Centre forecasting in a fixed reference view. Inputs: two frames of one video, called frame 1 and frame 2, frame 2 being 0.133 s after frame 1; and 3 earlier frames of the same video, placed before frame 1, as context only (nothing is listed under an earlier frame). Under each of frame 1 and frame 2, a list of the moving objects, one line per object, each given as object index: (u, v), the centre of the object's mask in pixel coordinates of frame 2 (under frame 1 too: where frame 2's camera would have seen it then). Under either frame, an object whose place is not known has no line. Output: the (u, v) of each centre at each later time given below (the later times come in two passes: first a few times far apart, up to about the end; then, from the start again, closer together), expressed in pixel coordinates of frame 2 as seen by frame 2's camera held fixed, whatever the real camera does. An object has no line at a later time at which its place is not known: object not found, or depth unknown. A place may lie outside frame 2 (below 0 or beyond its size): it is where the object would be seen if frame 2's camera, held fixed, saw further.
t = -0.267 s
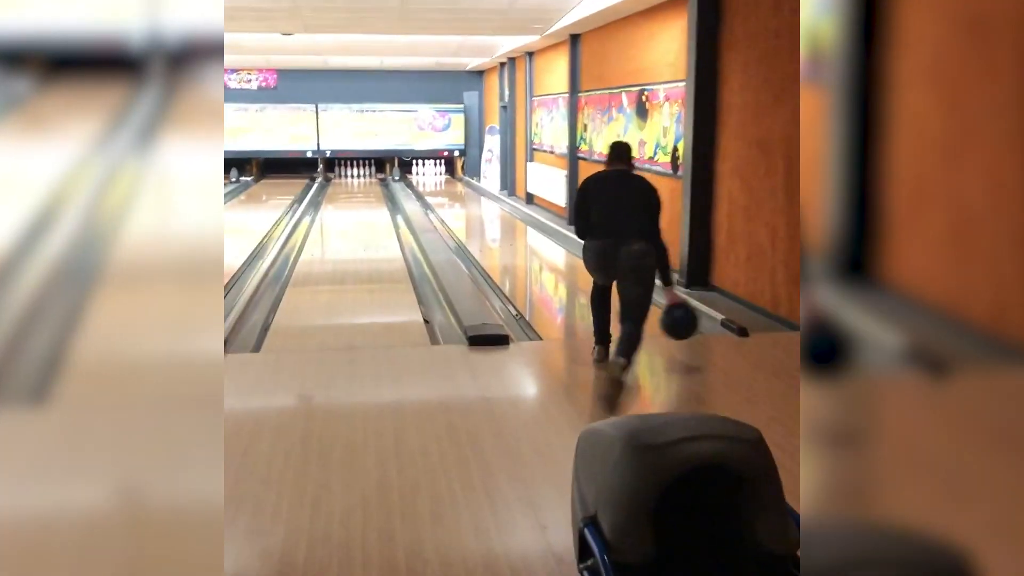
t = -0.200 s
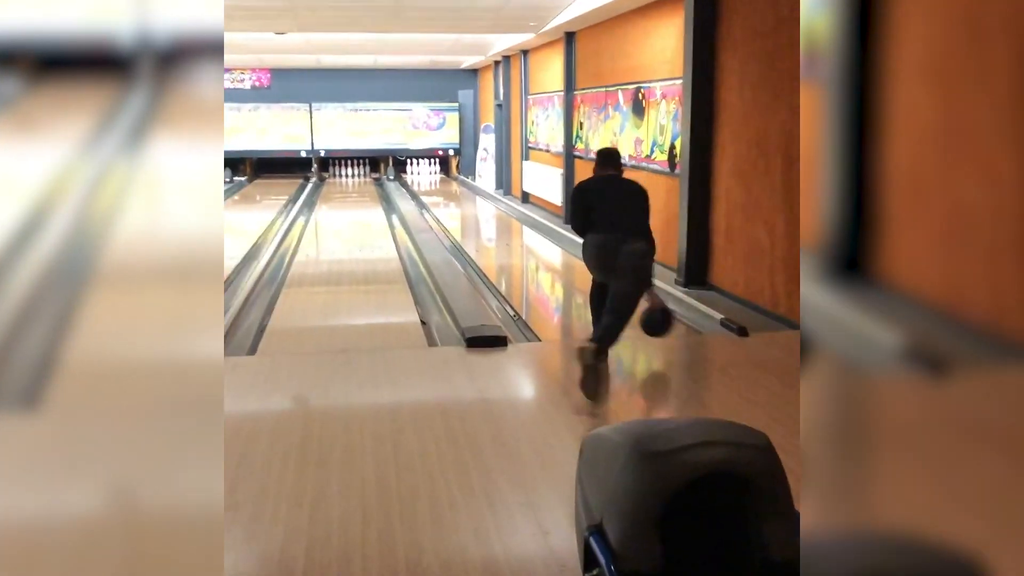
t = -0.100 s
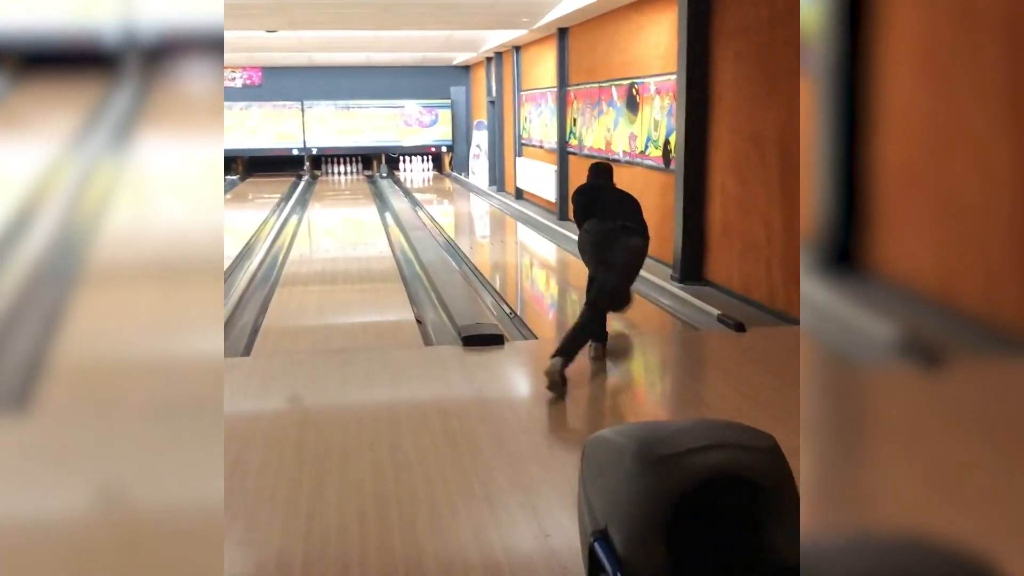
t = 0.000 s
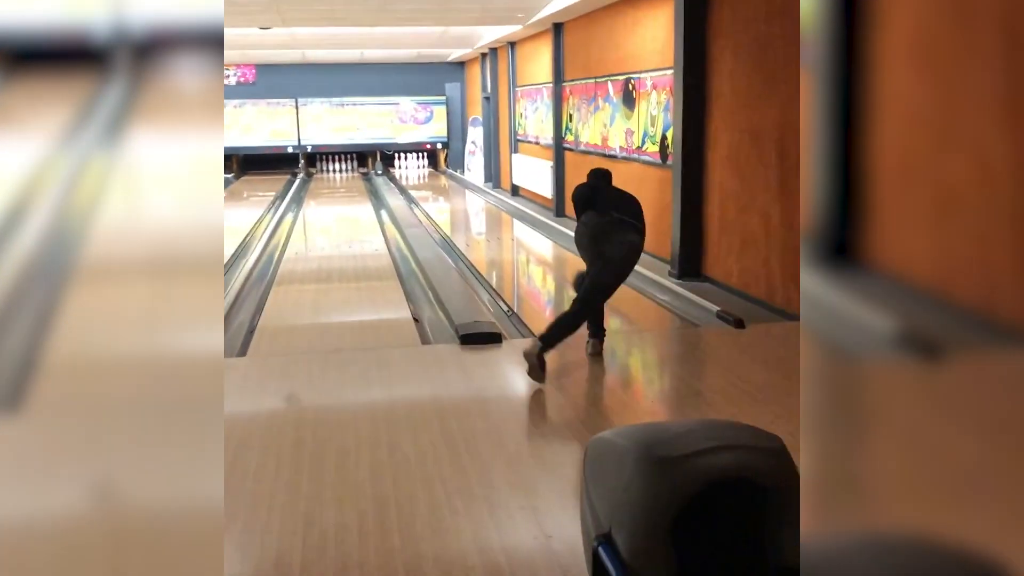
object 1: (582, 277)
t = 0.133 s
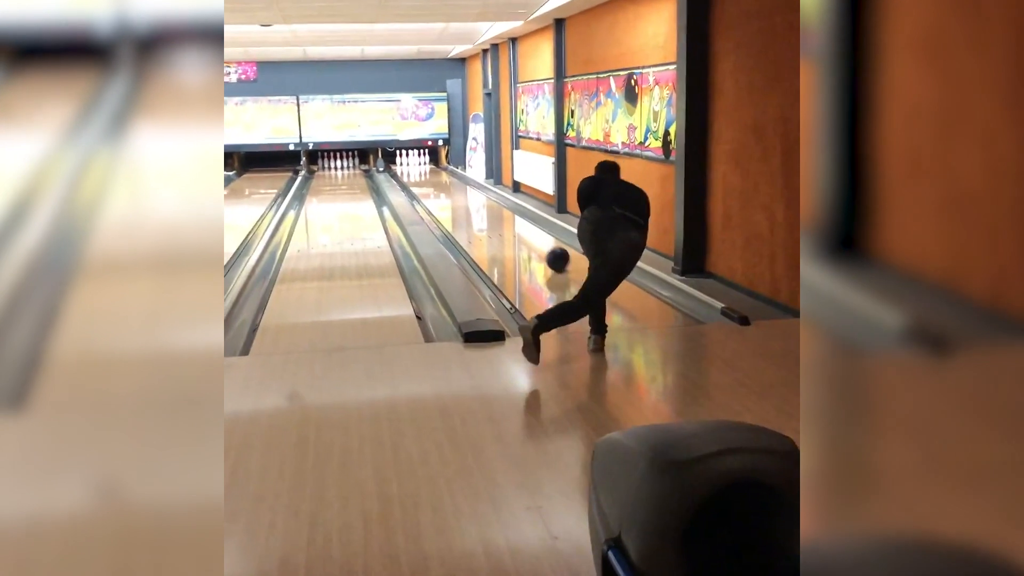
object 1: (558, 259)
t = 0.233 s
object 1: (539, 246)
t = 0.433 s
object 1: (510, 227)
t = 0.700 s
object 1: (483, 208)
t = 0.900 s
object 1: (468, 197)
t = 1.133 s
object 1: (454, 188)
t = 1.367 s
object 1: (443, 180)
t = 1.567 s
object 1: (434, 174)
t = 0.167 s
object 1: (551, 255)
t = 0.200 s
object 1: (545, 250)
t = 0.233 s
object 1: (539, 246)
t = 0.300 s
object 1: (528, 239)
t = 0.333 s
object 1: (524, 236)
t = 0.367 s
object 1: (519, 233)
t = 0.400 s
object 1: (515, 229)
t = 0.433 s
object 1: (510, 227)
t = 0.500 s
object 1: (503, 221)
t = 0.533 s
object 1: (499, 219)
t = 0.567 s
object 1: (496, 216)
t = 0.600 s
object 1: (493, 214)
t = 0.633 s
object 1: (489, 212)
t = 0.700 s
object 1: (483, 208)
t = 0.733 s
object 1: (480, 206)
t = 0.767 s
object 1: (478, 204)
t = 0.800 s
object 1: (475, 202)
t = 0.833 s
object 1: (472, 200)
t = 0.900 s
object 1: (468, 197)
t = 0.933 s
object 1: (465, 195)
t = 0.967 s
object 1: (463, 194)
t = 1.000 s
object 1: (461, 193)
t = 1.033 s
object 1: (459, 191)
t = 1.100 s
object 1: (456, 189)
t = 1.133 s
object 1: (454, 188)
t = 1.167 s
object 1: (452, 186)
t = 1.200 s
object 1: (450, 185)
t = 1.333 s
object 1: (444, 181)
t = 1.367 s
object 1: (443, 180)
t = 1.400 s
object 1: (441, 179)
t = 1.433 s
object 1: (440, 178)
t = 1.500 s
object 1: (437, 176)
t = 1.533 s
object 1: (435, 175)
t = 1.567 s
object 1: (434, 174)
